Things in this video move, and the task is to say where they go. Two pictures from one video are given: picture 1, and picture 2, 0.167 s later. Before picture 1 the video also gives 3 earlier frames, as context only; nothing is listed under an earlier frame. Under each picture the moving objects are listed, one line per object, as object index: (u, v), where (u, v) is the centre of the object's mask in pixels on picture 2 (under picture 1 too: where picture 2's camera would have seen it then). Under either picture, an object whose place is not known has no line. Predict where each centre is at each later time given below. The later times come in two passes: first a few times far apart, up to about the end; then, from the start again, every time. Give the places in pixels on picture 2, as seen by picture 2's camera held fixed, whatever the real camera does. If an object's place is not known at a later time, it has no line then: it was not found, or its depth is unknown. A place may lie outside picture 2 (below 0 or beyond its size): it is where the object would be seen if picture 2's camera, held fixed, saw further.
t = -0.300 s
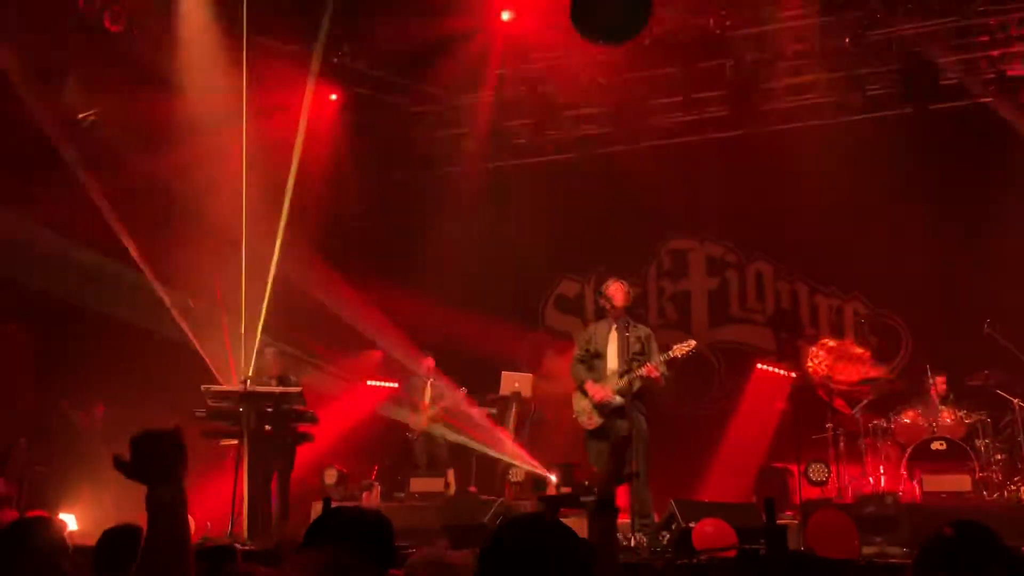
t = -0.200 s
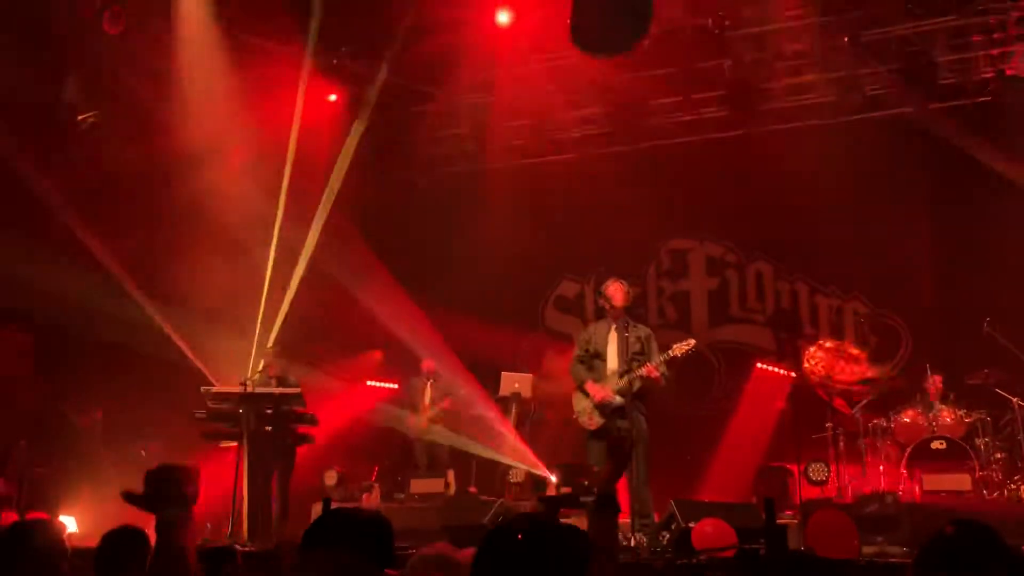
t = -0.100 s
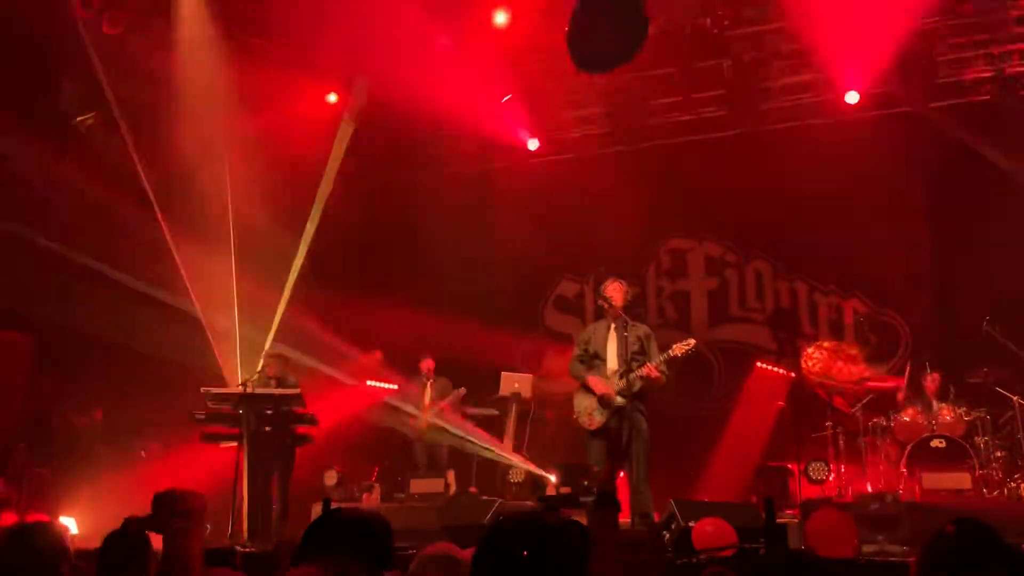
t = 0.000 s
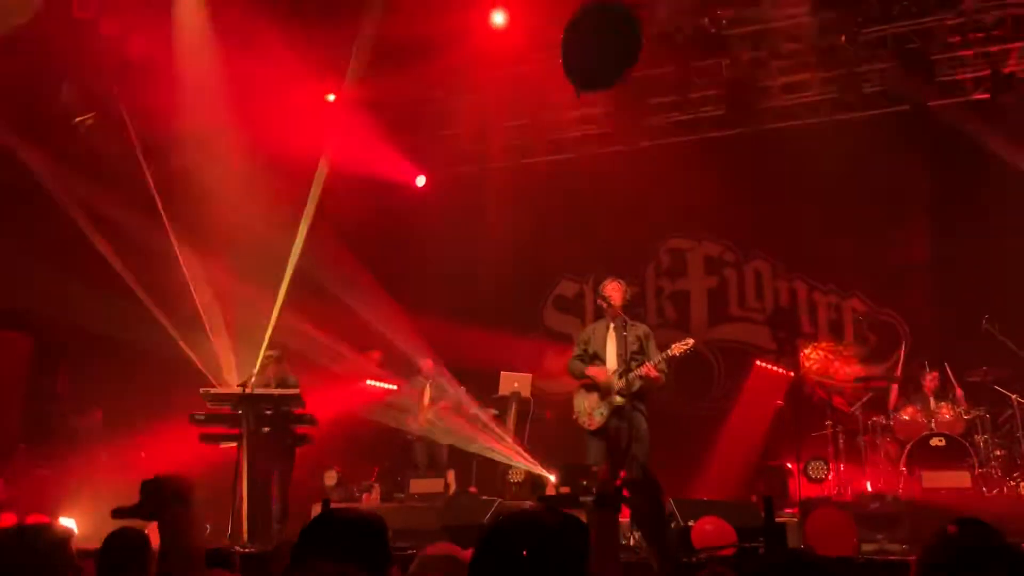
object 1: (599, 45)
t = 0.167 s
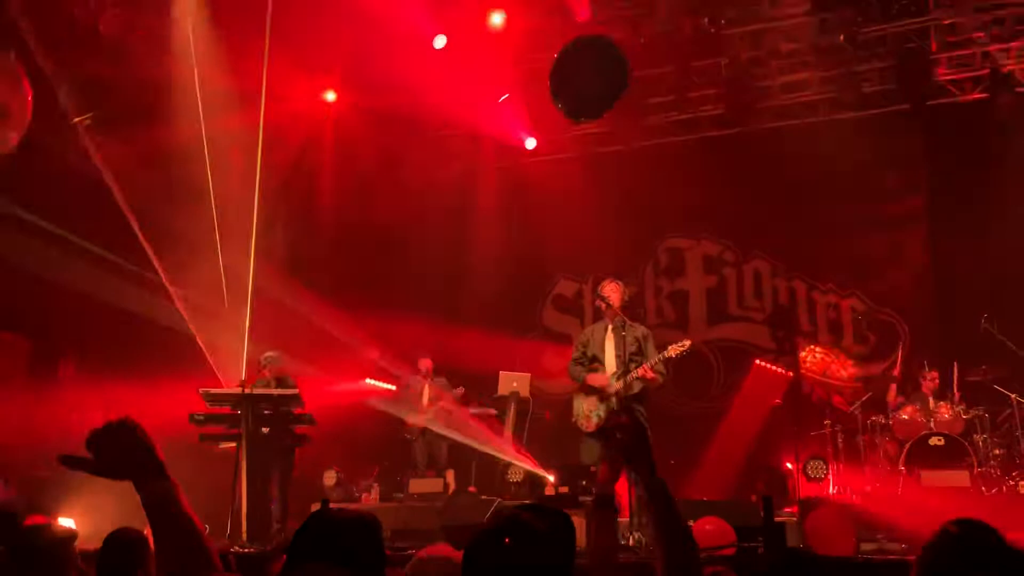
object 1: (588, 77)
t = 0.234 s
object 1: (584, 92)
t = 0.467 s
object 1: (566, 143)
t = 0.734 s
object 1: (557, 202)
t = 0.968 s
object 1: (552, 267)
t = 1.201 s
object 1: (543, 338)
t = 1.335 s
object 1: (534, 379)
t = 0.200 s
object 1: (587, 85)
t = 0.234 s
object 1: (584, 92)
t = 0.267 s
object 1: (582, 100)
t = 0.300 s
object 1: (579, 107)
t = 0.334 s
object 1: (576, 114)
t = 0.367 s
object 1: (574, 121)
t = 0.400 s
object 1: (571, 128)
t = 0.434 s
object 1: (568, 136)
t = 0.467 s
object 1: (566, 143)
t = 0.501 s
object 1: (564, 150)
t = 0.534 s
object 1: (563, 157)
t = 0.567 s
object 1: (561, 164)
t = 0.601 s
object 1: (560, 171)
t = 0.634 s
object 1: (559, 179)
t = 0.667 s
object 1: (558, 187)
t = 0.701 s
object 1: (557, 194)
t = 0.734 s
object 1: (557, 202)
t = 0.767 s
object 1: (556, 211)
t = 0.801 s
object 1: (555, 220)
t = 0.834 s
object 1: (555, 228)
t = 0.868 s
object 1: (554, 238)
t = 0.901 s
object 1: (554, 248)
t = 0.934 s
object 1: (552, 258)
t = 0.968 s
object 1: (552, 267)
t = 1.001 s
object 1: (552, 277)
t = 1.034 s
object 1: (551, 286)
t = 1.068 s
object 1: (549, 297)
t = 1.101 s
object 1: (548, 307)
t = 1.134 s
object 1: (547, 317)
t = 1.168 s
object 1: (545, 328)
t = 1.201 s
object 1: (543, 338)
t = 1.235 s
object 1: (541, 348)
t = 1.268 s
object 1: (538, 359)
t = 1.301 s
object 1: (536, 369)
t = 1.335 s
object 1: (534, 379)
